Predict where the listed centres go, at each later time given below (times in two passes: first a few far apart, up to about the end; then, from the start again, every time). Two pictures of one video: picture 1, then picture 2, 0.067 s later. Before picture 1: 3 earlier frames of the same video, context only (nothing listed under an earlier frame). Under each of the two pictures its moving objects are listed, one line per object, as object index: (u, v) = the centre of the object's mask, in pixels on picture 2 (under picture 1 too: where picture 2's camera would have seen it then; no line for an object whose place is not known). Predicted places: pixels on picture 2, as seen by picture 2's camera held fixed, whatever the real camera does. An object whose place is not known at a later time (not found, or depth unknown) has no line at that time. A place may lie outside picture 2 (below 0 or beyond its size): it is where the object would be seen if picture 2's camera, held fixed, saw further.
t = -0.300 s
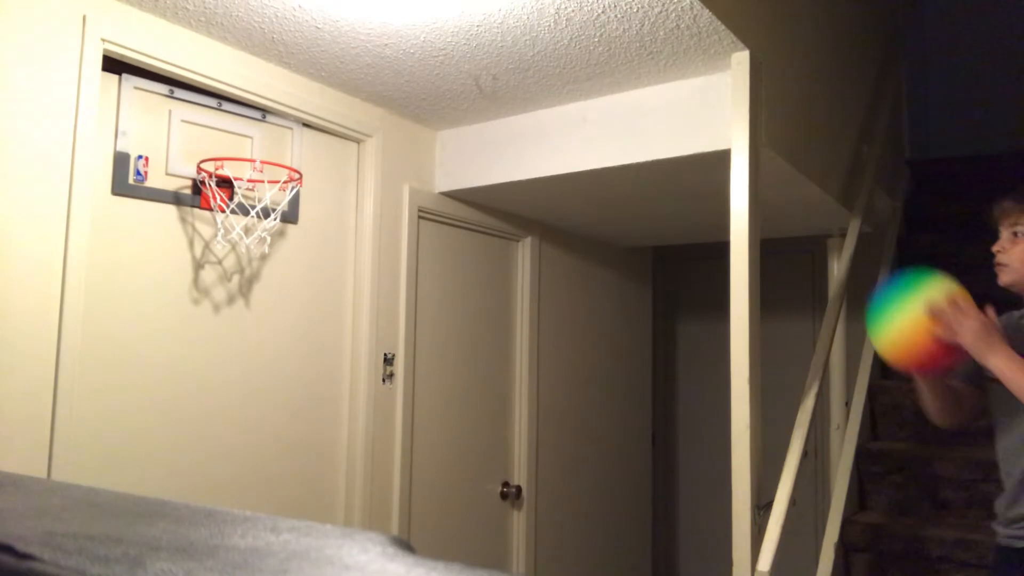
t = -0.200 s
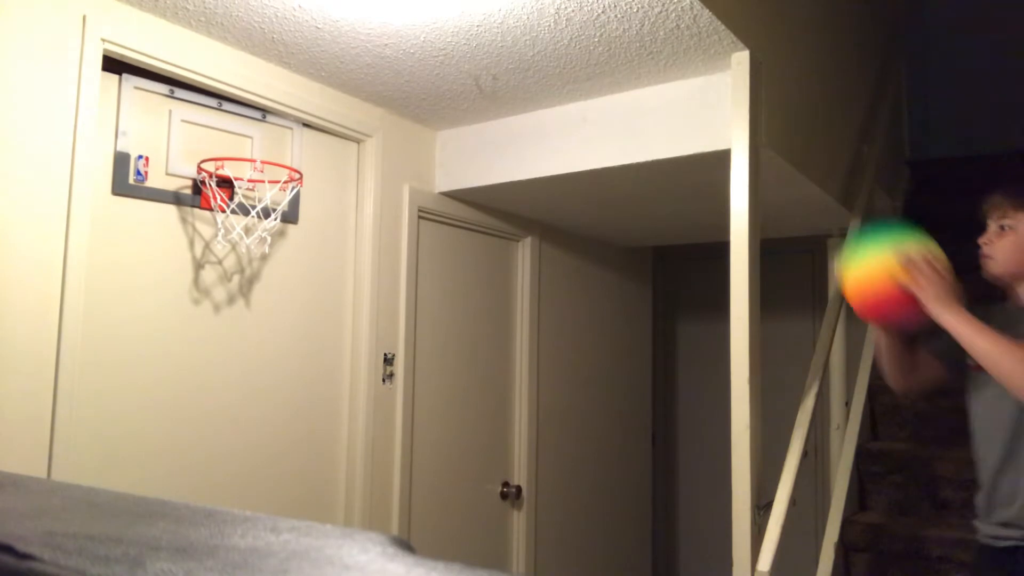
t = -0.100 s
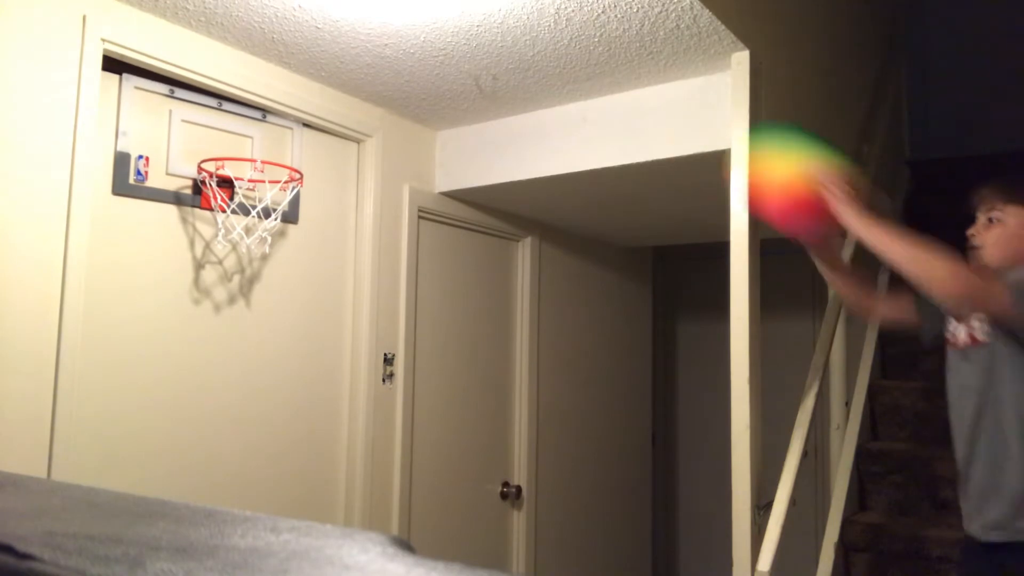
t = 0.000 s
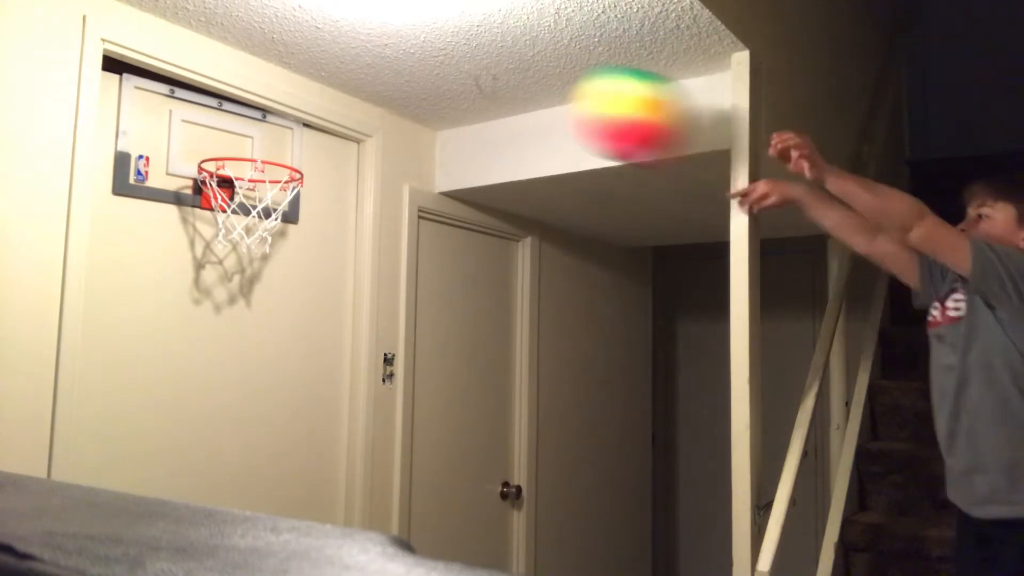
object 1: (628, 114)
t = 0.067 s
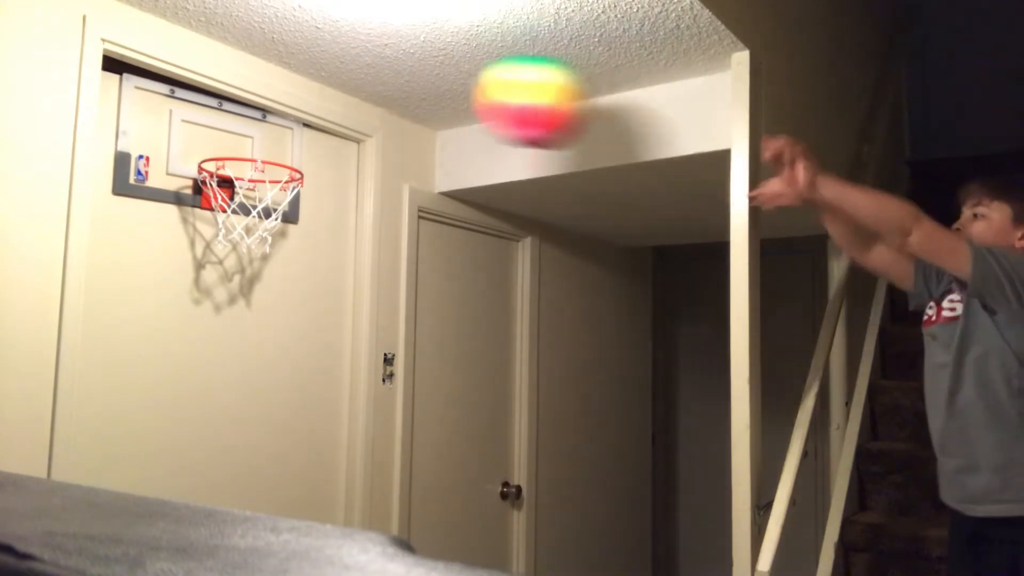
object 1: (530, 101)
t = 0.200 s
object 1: (356, 126)
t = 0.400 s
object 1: (276, 120)
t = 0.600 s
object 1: (270, 119)
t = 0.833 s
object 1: (239, 117)
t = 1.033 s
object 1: (236, 131)
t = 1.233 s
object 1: (261, 137)
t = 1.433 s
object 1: (249, 157)
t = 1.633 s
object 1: (243, 163)
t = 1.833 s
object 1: (242, 205)
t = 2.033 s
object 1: (230, 302)
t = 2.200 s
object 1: (224, 479)
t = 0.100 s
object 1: (484, 100)
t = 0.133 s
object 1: (440, 104)
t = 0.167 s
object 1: (398, 112)
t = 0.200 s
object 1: (356, 126)
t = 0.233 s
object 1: (317, 142)
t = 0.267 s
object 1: (304, 138)
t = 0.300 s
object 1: (295, 132)
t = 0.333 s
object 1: (280, 121)
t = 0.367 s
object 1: (269, 115)
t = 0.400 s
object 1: (276, 120)
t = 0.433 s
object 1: (284, 131)
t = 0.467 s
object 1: (285, 138)
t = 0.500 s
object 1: (285, 135)
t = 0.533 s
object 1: (281, 127)
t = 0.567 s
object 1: (275, 121)
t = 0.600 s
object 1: (270, 119)
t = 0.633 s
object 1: (264, 120)
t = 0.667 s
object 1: (259, 122)
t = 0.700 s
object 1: (254, 125)
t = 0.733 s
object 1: (249, 123)
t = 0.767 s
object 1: (245, 118)
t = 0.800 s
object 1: (242, 115)
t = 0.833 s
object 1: (239, 117)
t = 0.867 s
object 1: (236, 121)
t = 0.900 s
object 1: (234, 123)
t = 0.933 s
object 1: (233, 121)
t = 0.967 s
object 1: (233, 122)
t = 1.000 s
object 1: (233, 126)
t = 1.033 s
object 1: (236, 131)
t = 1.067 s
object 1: (240, 144)
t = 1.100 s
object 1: (246, 151)
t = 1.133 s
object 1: (254, 154)
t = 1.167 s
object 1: (264, 142)
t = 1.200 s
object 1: (265, 141)
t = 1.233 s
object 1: (261, 137)
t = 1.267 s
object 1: (253, 137)
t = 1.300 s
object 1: (247, 141)
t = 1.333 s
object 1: (245, 142)
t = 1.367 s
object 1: (244, 150)
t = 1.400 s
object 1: (245, 154)
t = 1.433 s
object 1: (249, 157)
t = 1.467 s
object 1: (256, 159)
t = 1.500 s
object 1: (259, 161)
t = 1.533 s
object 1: (256, 160)
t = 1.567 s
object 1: (248, 158)
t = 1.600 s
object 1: (242, 160)
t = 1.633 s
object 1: (243, 163)
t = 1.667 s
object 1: (248, 165)
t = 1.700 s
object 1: (251, 175)
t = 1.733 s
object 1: (253, 178)
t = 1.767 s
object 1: (248, 190)
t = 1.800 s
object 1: (245, 197)
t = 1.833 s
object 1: (242, 205)
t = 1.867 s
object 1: (238, 214)
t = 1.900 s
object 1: (237, 224)
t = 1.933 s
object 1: (235, 238)
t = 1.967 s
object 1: (234, 256)
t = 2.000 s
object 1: (232, 278)
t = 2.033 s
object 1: (230, 302)
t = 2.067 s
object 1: (229, 330)
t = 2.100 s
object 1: (226, 367)
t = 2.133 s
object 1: (224, 406)
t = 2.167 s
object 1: (221, 448)
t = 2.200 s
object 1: (224, 479)
